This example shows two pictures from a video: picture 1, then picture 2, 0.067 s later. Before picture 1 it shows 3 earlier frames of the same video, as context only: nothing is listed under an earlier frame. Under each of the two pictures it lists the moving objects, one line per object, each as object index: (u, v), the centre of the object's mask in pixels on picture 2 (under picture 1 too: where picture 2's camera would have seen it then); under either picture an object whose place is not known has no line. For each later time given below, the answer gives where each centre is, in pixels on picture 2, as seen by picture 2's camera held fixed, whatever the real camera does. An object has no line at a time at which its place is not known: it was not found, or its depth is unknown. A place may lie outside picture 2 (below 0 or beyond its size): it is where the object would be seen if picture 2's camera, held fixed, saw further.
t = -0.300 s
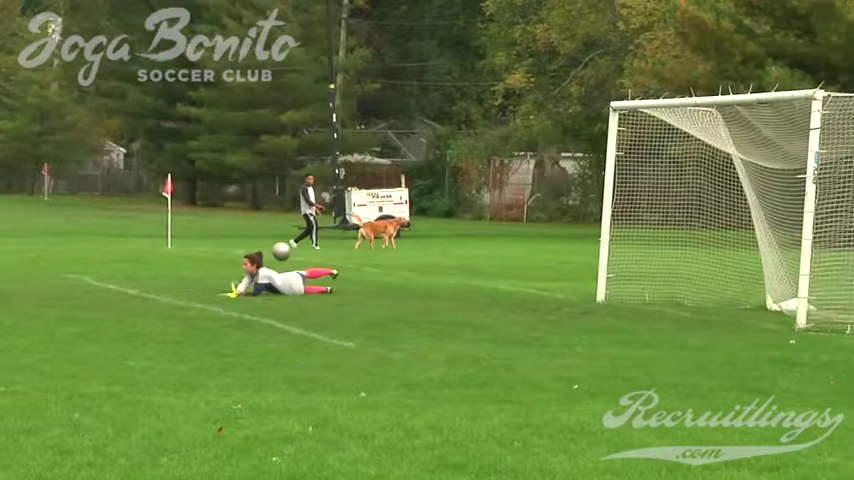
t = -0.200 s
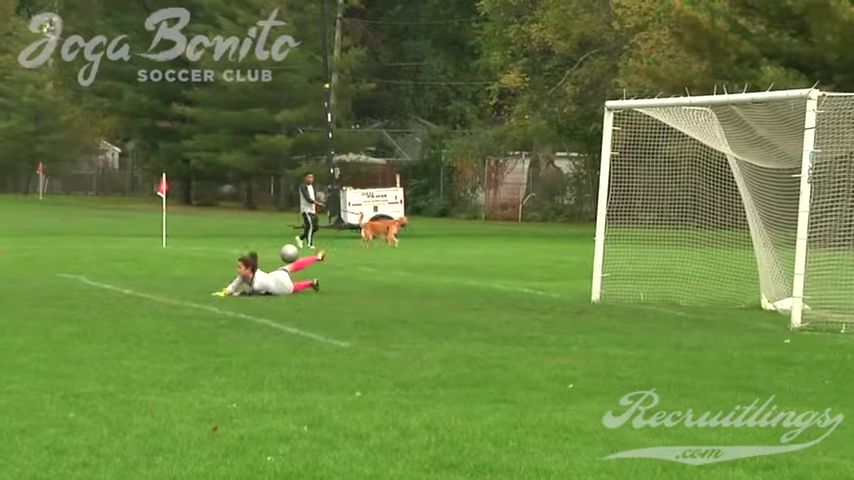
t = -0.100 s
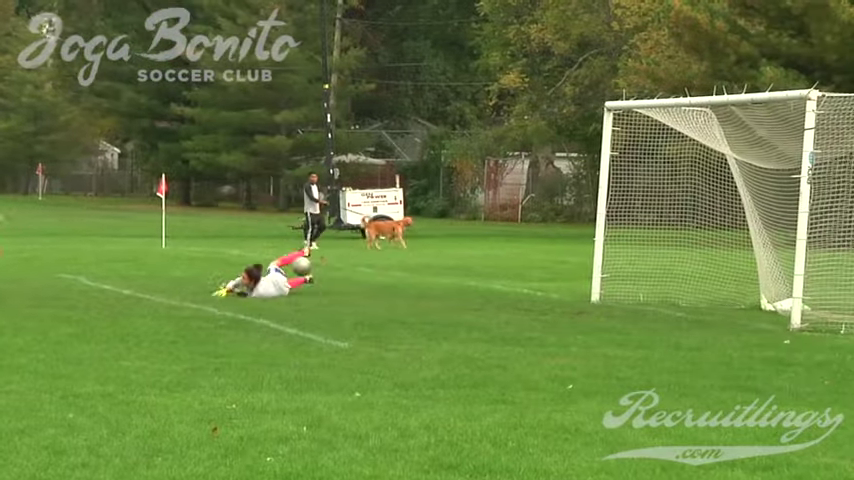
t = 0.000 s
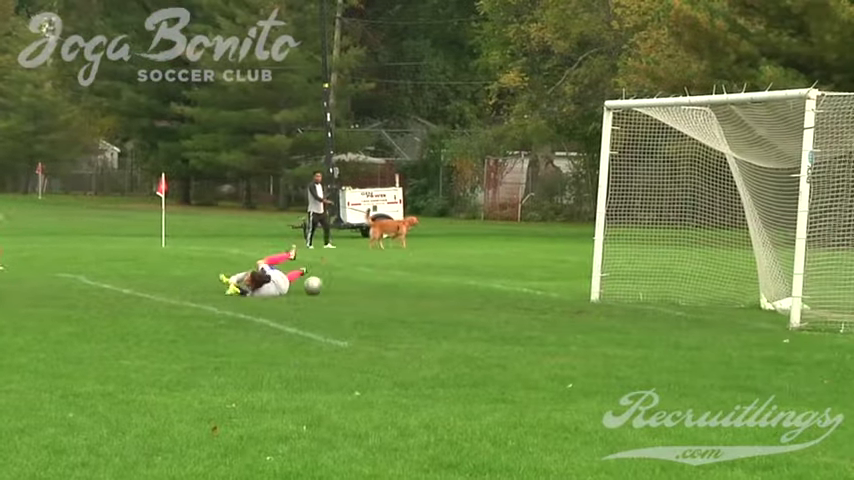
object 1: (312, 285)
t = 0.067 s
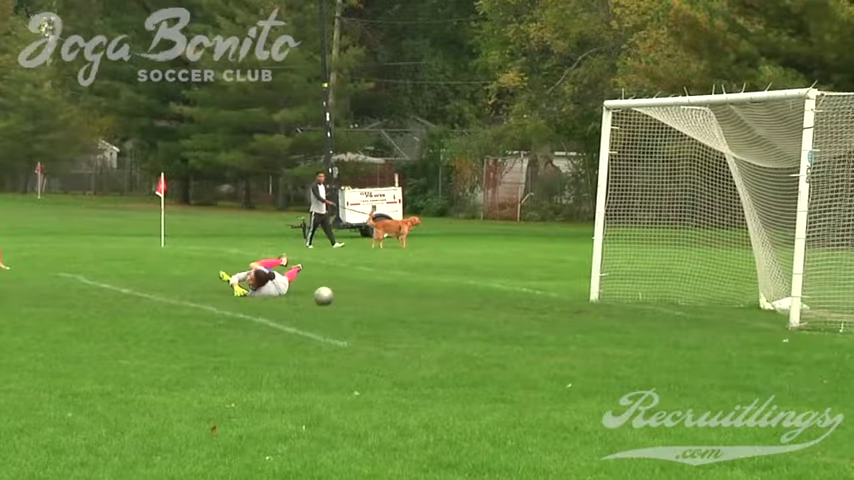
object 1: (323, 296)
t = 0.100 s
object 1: (331, 290)
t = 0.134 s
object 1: (340, 284)
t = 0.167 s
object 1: (348, 280)
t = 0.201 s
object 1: (357, 278)
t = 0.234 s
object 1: (365, 275)
